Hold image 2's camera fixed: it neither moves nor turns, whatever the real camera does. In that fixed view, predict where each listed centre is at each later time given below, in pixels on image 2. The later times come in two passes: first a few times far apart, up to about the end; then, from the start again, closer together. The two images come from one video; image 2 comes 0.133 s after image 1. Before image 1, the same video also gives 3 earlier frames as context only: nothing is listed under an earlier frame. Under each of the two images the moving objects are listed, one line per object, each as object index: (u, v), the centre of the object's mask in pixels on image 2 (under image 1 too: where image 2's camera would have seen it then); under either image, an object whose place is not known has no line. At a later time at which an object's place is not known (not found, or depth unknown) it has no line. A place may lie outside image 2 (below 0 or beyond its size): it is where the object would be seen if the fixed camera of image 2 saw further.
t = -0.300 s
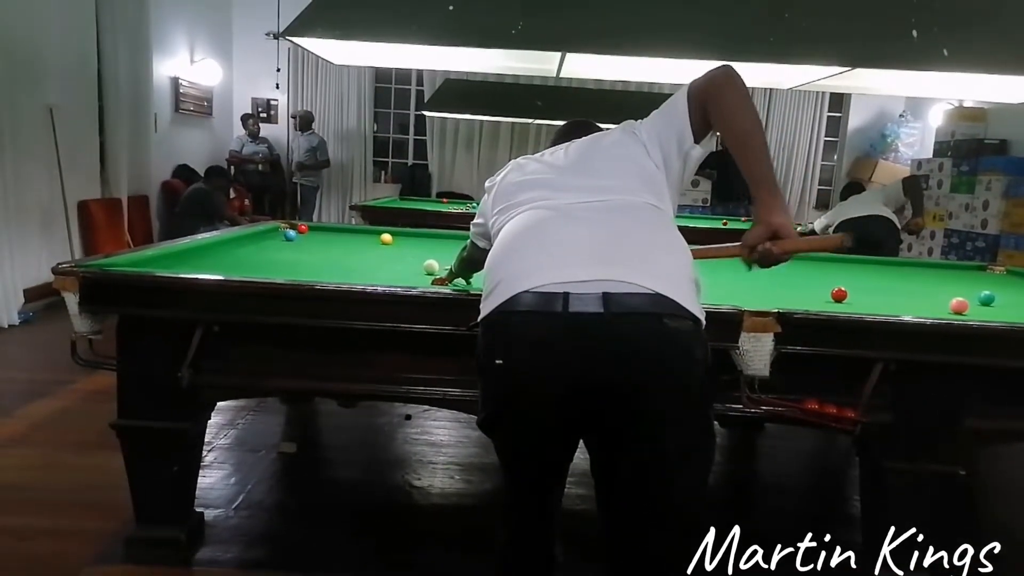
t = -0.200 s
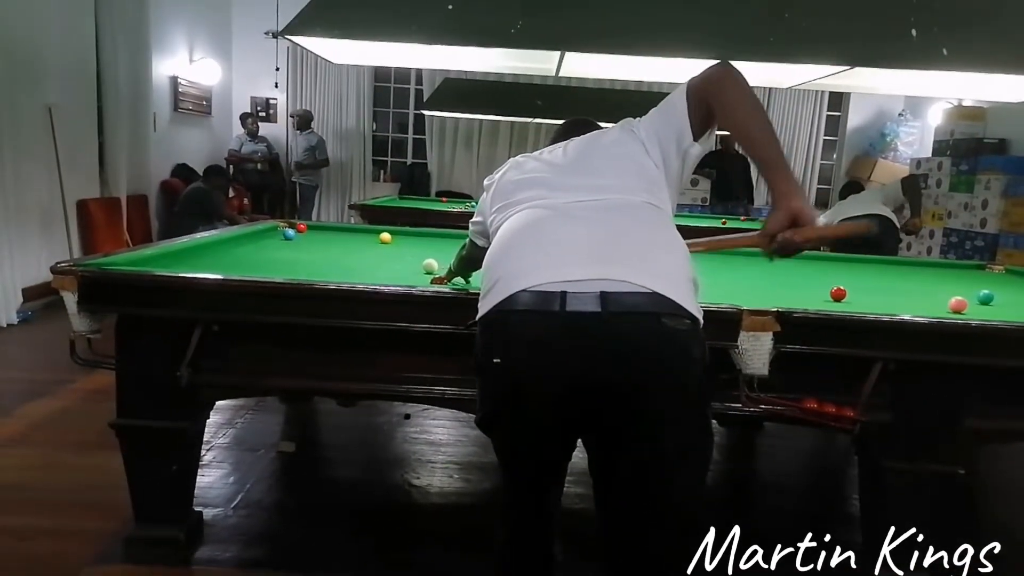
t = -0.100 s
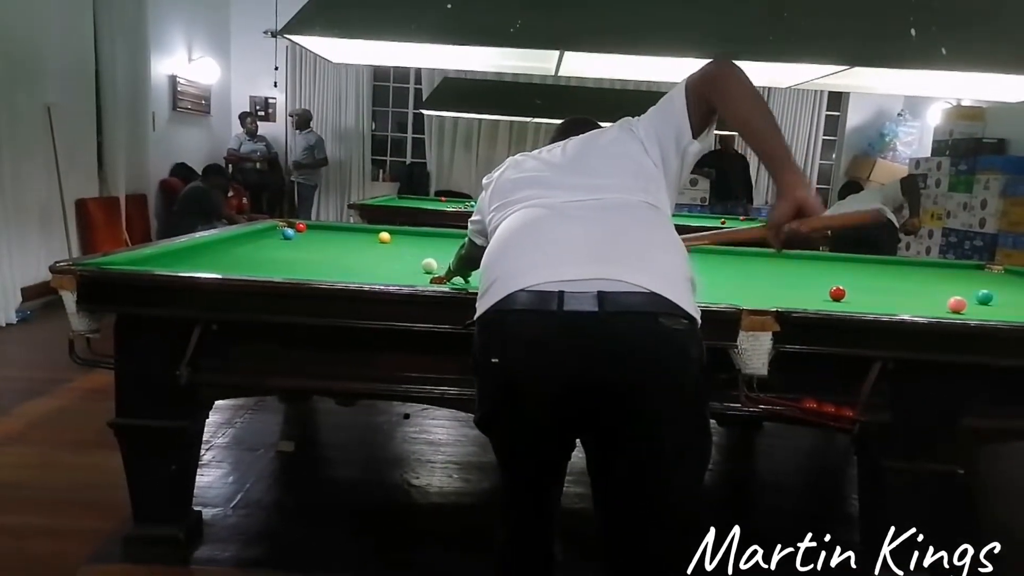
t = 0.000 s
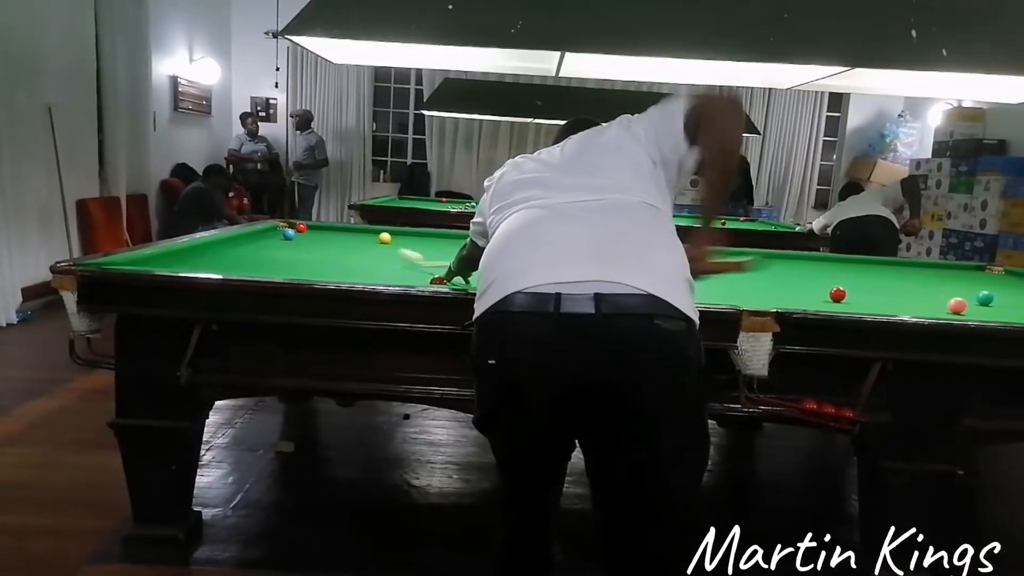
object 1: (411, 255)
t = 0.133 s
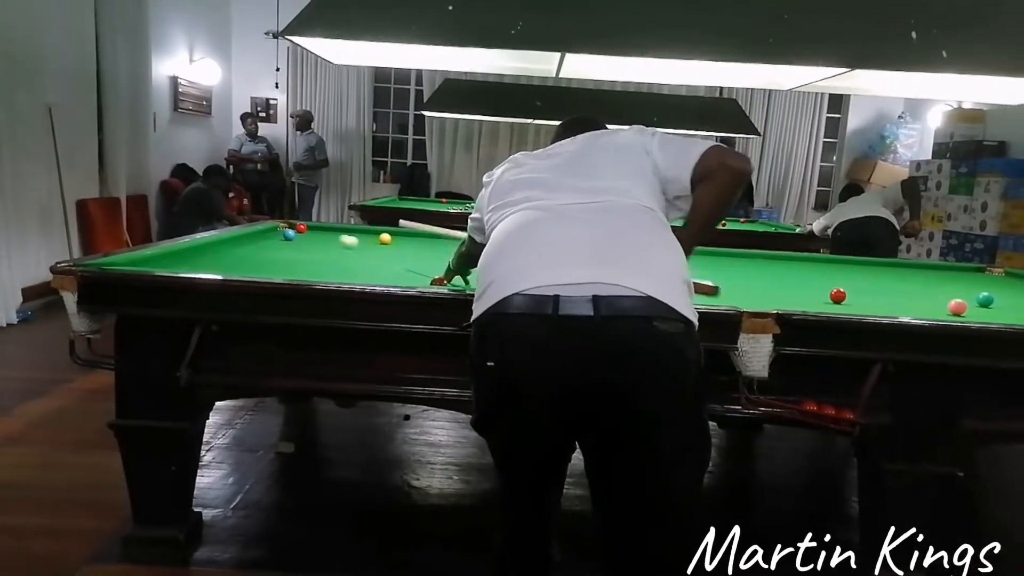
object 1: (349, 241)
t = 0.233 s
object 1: (315, 230)
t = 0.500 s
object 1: (324, 228)
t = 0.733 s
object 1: (342, 226)
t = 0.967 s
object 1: (351, 227)
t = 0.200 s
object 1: (325, 233)
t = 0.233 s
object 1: (315, 230)
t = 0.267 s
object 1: (307, 228)
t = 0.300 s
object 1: (309, 228)
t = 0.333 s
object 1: (313, 228)
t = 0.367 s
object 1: (315, 228)
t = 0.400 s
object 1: (318, 228)
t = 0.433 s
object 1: (320, 228)
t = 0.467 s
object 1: (322, 228)
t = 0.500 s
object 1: (324, 228)
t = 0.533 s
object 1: (327, 228)
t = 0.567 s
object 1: (329, 228)
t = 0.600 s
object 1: (331, 228)
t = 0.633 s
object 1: (333, 228)
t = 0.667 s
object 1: (335, 228)
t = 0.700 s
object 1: (337, 228)
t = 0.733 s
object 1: (342, 226)
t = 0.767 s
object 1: (344, 226)
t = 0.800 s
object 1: (345, 226)
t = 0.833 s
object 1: (347, 226)
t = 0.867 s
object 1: (348, 226)
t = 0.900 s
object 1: (349, 227)
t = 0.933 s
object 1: (350, 227)
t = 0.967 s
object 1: (351, 227)
